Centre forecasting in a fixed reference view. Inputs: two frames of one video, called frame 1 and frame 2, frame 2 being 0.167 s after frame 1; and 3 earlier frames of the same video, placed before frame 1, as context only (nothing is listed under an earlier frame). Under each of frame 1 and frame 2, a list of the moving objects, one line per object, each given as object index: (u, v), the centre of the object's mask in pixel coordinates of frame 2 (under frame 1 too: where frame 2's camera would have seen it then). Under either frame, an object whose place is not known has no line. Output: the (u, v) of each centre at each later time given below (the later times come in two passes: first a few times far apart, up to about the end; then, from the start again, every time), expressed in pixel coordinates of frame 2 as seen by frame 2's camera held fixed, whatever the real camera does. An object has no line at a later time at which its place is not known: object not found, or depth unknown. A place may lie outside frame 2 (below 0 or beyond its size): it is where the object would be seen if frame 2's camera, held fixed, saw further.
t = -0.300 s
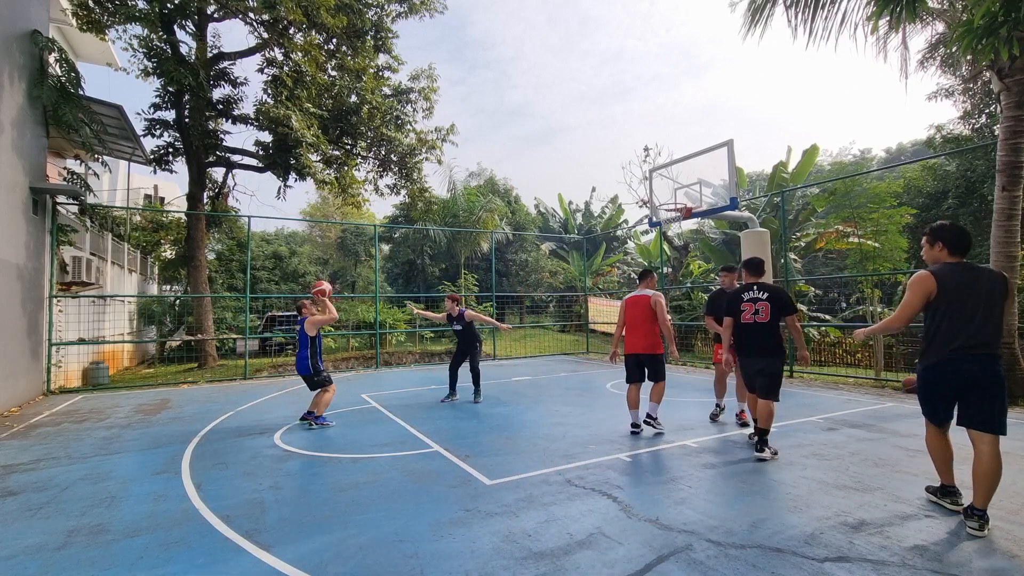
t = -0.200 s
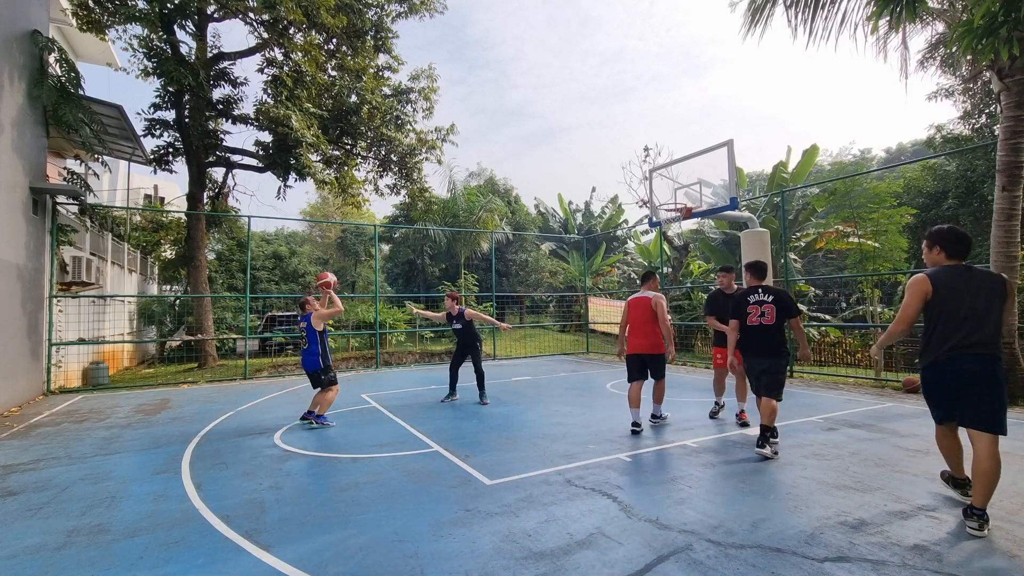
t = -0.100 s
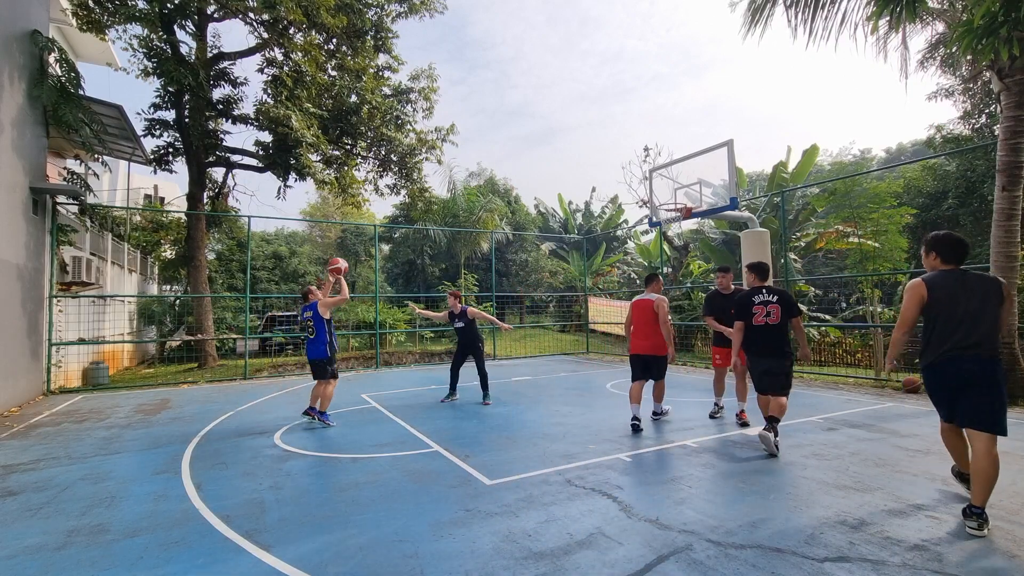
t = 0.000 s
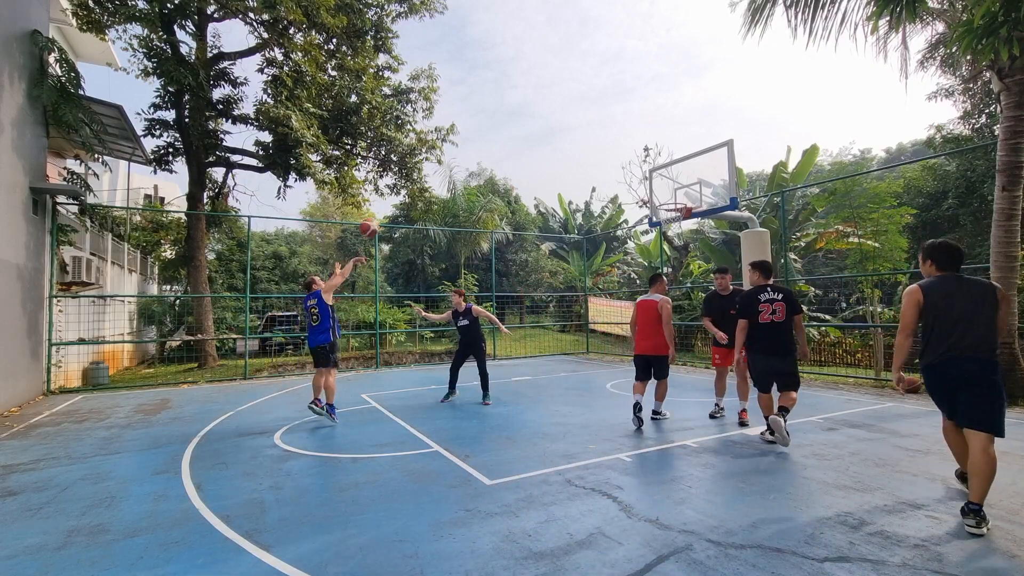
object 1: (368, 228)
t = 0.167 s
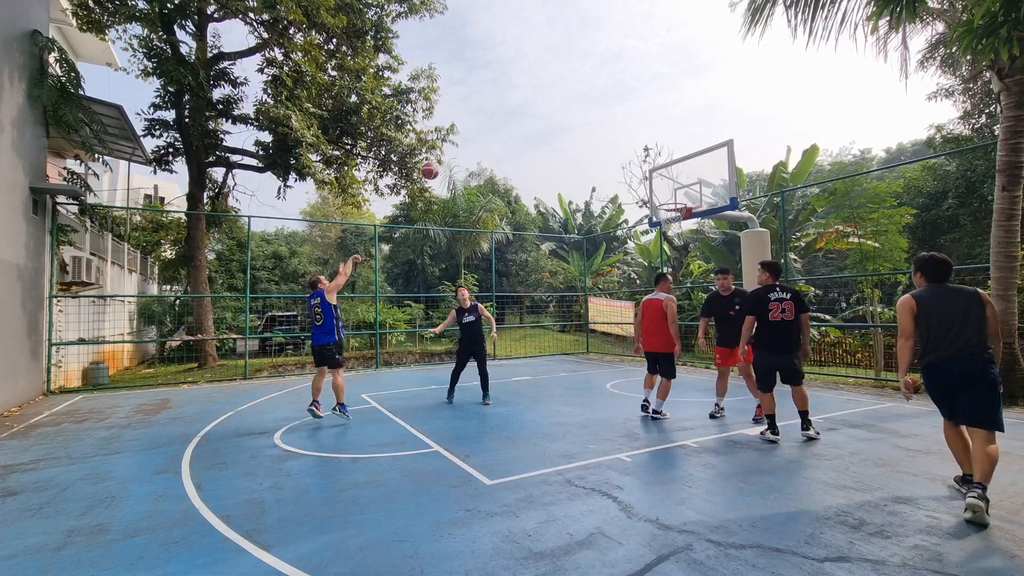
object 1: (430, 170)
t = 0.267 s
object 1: (464, 149)
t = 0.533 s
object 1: (545, 127)
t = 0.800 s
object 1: (616, 150)
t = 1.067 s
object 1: (677, 210)
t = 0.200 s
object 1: (441, 162)
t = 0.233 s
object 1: (453, 155)
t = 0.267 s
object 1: (464, 149)
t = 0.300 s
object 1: (475, 143)
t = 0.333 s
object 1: (485, 138)
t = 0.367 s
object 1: (496, 134)
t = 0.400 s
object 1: (506, 132)
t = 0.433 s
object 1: (516, 129)
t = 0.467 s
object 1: (526, 128)
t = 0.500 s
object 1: (536, 127)
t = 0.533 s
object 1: (545, 127)
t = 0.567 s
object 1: (555, 127)
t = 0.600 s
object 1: (564, 129)
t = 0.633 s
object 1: (573, 130)
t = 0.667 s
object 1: (582, 133)
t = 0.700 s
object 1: (591, 136)
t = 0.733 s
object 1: (600, 140)
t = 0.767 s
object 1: (608, 144)
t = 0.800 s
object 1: (616, 150)
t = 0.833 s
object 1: (625, 155)
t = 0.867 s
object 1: (633, 162)
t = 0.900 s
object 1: (641, 168)
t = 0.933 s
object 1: (649, 176)
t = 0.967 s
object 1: (657, 184)
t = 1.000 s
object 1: (664, 192)
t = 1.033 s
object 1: (672, 201)
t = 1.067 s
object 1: (677, 210)
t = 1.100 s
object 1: (676, 219)
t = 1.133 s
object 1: (673, 225)
